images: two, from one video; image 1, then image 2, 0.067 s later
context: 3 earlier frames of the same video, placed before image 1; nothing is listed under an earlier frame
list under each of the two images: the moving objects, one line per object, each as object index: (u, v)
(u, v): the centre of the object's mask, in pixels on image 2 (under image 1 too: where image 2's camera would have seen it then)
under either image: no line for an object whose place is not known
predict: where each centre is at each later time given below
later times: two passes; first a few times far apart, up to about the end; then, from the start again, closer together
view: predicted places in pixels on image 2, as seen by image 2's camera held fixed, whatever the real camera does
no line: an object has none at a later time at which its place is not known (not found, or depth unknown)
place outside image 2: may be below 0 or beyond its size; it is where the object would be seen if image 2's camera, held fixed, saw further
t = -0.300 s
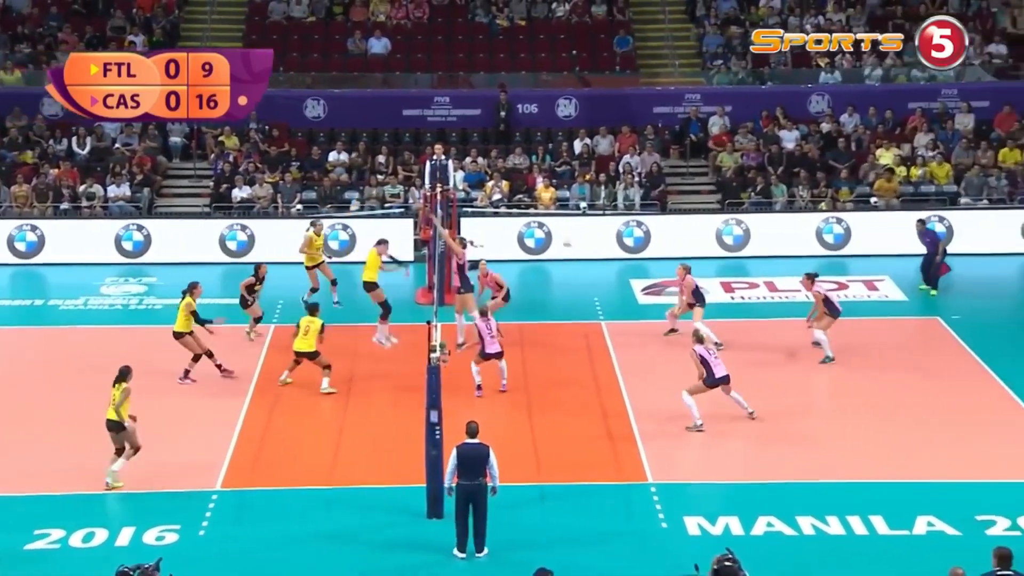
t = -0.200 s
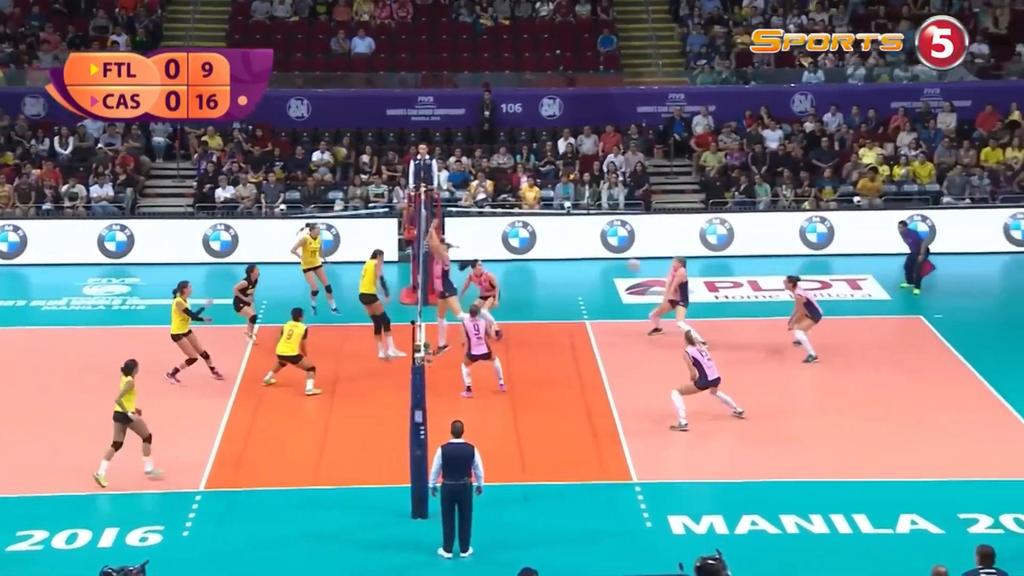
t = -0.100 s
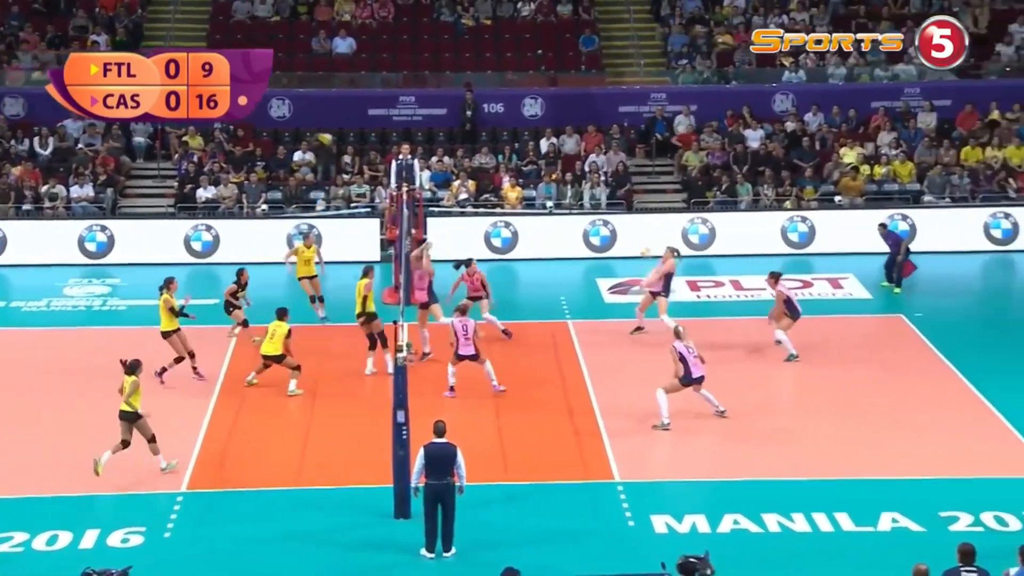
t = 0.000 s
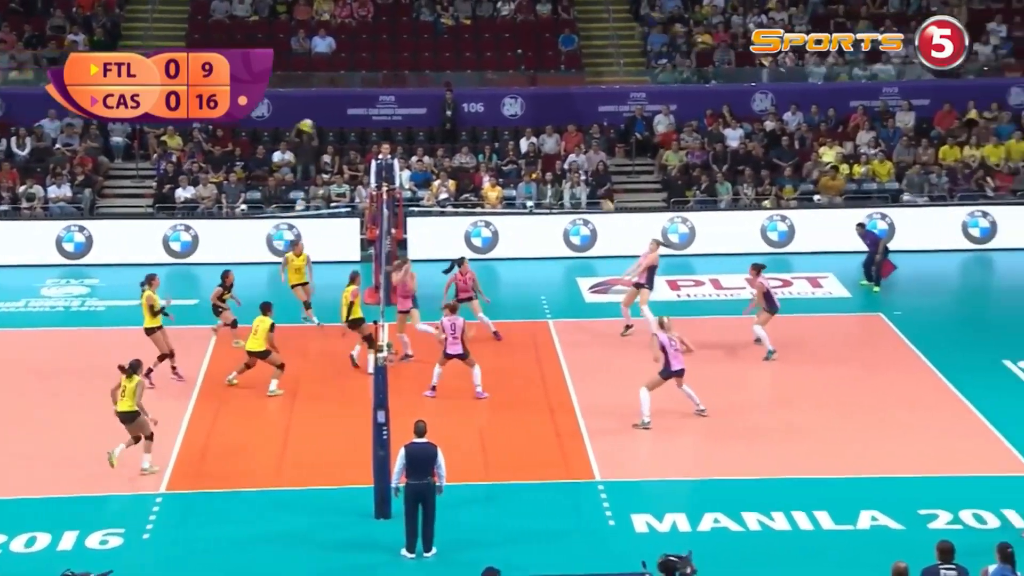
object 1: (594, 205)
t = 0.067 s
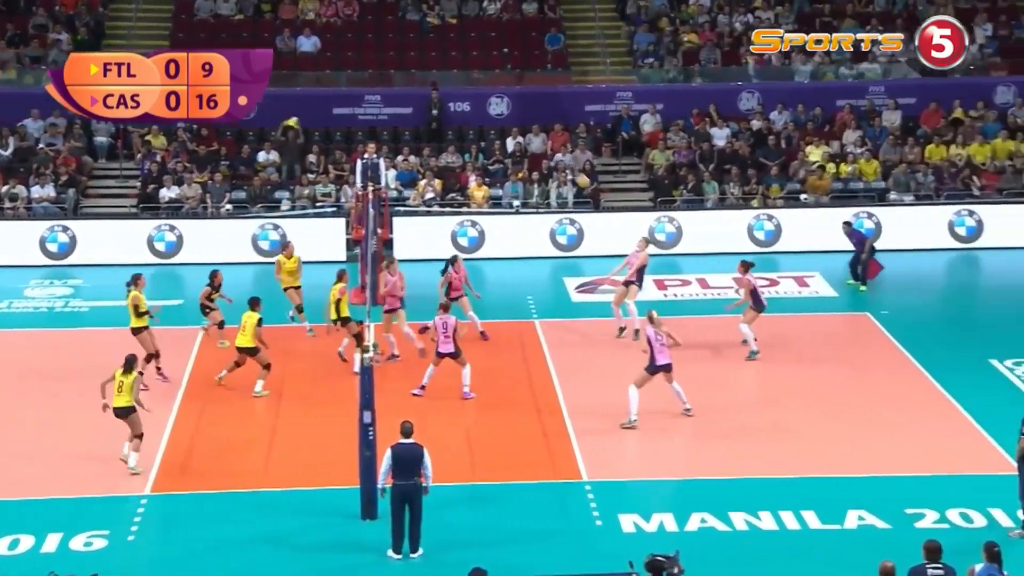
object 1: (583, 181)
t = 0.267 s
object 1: (547, 117)
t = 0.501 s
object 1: (510, 74)
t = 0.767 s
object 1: (472, 62)
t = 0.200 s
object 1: (558, 135)
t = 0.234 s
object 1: (553, 127)
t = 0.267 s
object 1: (547, 117)
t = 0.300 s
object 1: (541, 110)
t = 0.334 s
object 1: (536, 102)
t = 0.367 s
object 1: (530, 95)
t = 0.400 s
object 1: (525, 89)
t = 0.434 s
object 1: (520, 84)
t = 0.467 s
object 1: (515, 79)
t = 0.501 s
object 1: (510, 74)
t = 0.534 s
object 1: (505, 70)
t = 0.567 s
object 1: (500, 67)
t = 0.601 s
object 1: (495, 65)
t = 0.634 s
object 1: (490, 64)
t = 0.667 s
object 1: (485, 62)
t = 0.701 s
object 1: (481, 62)
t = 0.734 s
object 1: (476, 61)
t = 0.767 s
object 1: (472, 62)
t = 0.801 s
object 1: (467, 64)
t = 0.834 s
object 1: (463, 66)
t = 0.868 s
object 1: (458, 68)
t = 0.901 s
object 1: (454, 71)
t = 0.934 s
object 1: (450, 75)
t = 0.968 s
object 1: (445, 79)
